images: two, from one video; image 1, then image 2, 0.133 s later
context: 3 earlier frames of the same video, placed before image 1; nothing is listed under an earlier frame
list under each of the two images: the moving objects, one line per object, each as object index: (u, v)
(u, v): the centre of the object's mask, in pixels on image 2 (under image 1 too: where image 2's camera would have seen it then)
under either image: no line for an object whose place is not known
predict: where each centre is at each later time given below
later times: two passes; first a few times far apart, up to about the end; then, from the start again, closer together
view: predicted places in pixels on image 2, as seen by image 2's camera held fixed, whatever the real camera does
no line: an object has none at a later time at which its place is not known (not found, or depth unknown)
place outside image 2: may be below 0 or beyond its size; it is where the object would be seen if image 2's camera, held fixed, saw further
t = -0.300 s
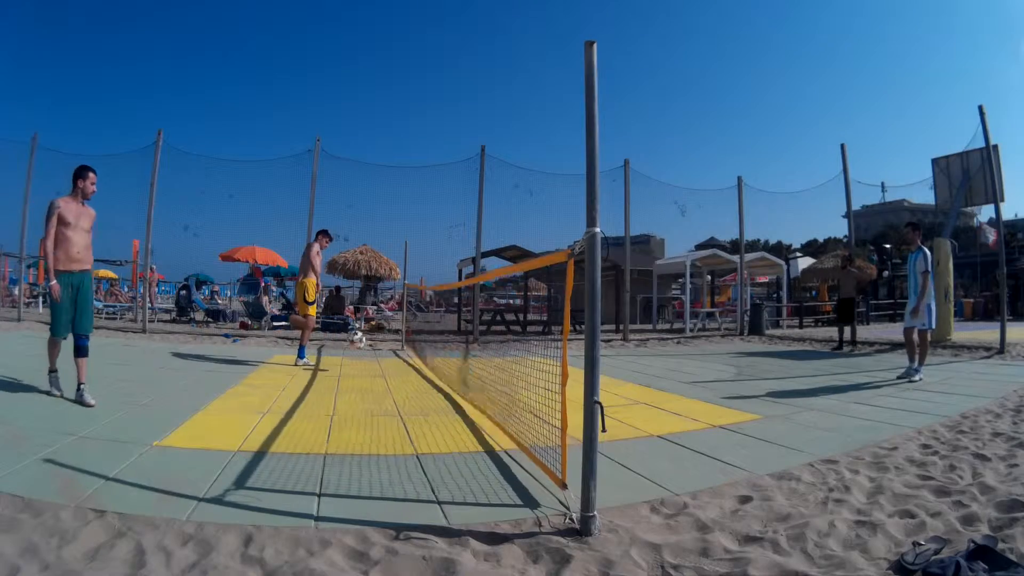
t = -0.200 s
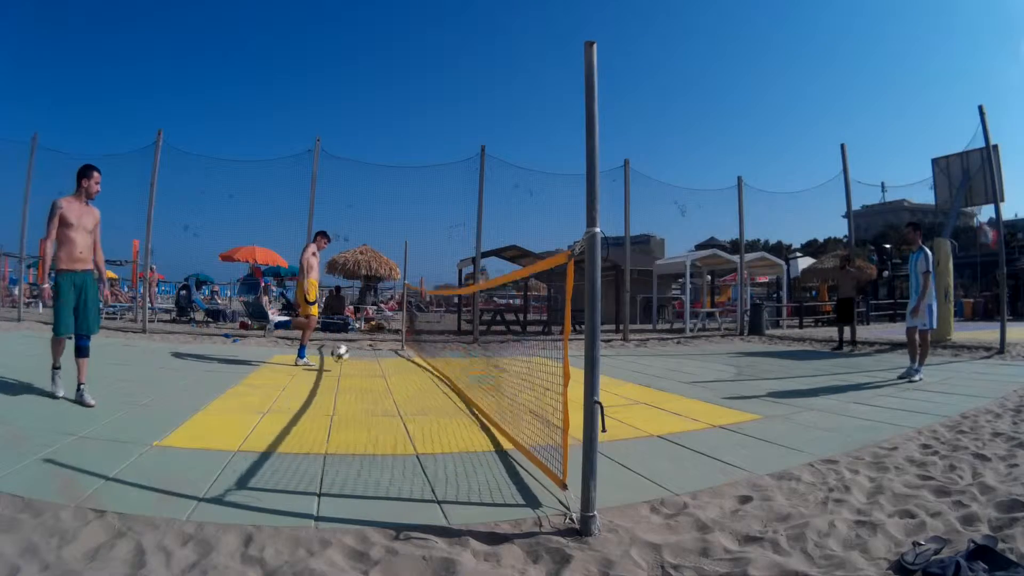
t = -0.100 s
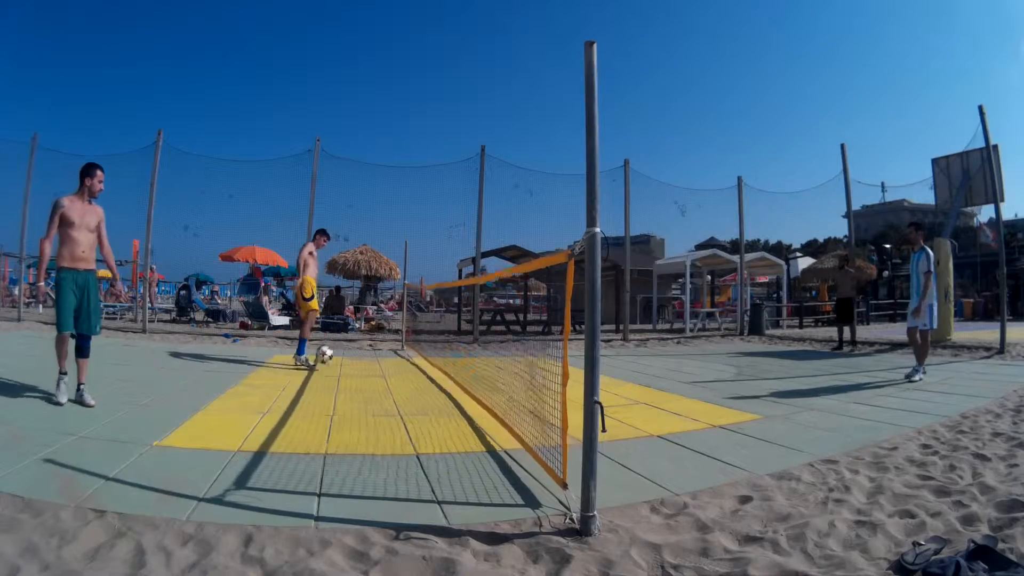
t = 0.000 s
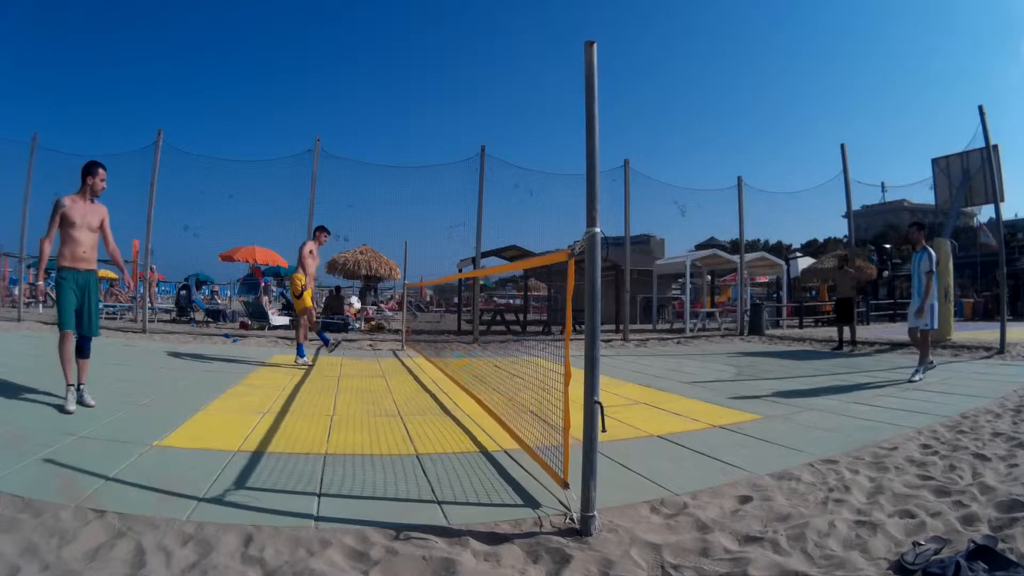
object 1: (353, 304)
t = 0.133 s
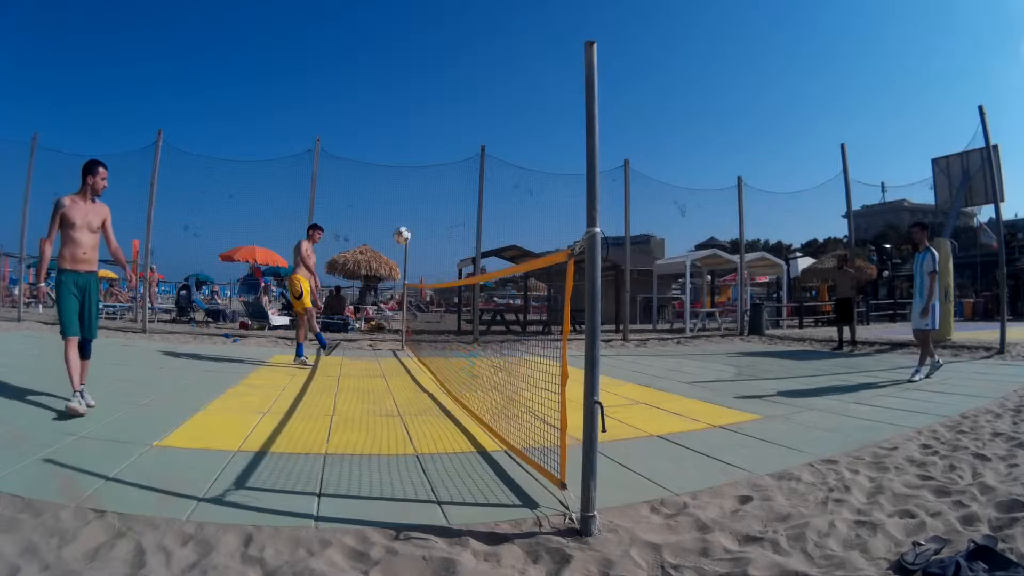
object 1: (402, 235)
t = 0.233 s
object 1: (437, 194)
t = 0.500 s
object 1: (522, 131)
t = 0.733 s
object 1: (581, 121)
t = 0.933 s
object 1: (632, 140)
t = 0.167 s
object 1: (414, 221)
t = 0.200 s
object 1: (426, 207)
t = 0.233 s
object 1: (437, 194)
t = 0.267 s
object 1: (450, 184)
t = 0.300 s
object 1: (460, 174)
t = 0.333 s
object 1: (471, 164)
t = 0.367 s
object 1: (483, 155)
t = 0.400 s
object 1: (492, 148)
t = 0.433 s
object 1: (502, 142)
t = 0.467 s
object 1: (512, 137)
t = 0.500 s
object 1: (522, 131)
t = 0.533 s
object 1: (532, 128)
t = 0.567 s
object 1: (541, 125)
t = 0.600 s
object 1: (550, 123)
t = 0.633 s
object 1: (558, 122)
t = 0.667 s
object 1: (568, 121)
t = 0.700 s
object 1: (576, 120)
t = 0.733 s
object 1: (581, 121)
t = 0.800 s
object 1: (603, 126)
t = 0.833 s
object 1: (609, 128)
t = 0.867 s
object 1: (617, 131)
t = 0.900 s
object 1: (625, 136)
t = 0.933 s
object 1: (632, 140)
